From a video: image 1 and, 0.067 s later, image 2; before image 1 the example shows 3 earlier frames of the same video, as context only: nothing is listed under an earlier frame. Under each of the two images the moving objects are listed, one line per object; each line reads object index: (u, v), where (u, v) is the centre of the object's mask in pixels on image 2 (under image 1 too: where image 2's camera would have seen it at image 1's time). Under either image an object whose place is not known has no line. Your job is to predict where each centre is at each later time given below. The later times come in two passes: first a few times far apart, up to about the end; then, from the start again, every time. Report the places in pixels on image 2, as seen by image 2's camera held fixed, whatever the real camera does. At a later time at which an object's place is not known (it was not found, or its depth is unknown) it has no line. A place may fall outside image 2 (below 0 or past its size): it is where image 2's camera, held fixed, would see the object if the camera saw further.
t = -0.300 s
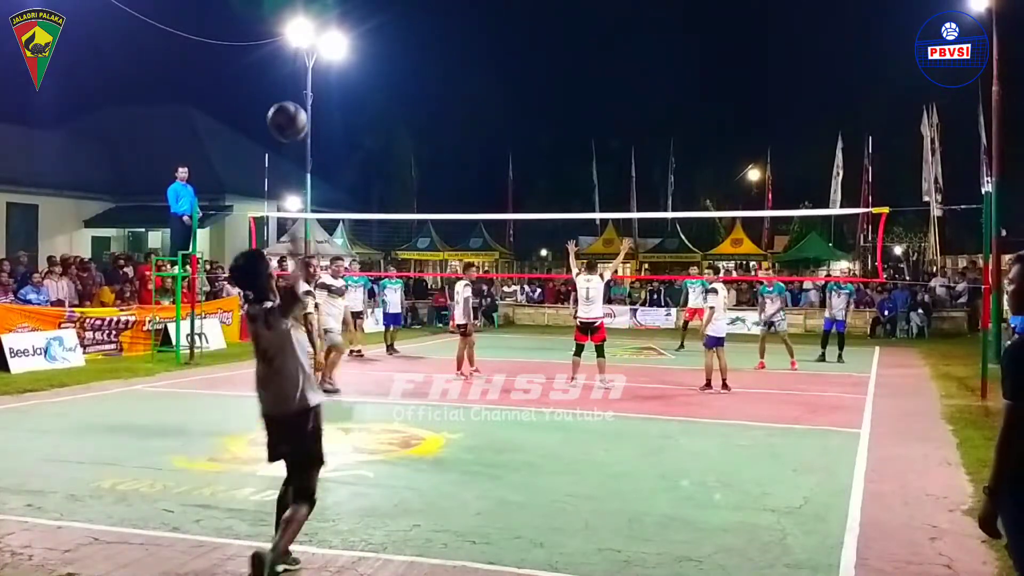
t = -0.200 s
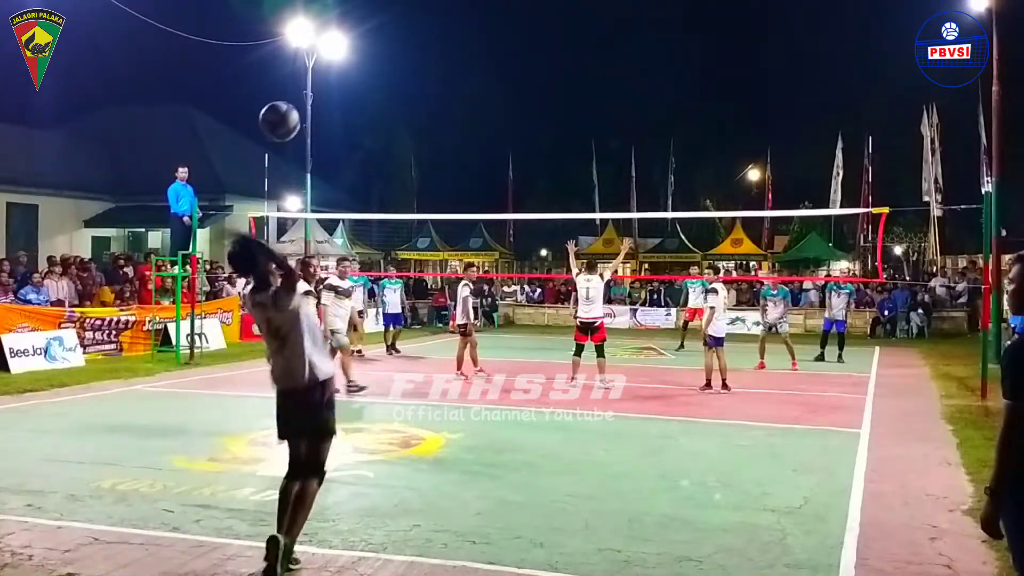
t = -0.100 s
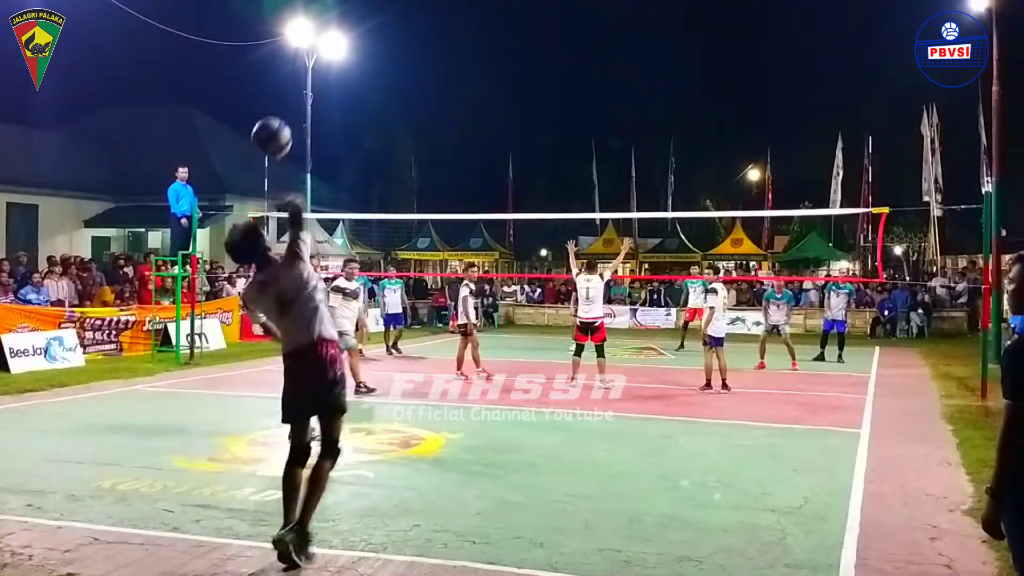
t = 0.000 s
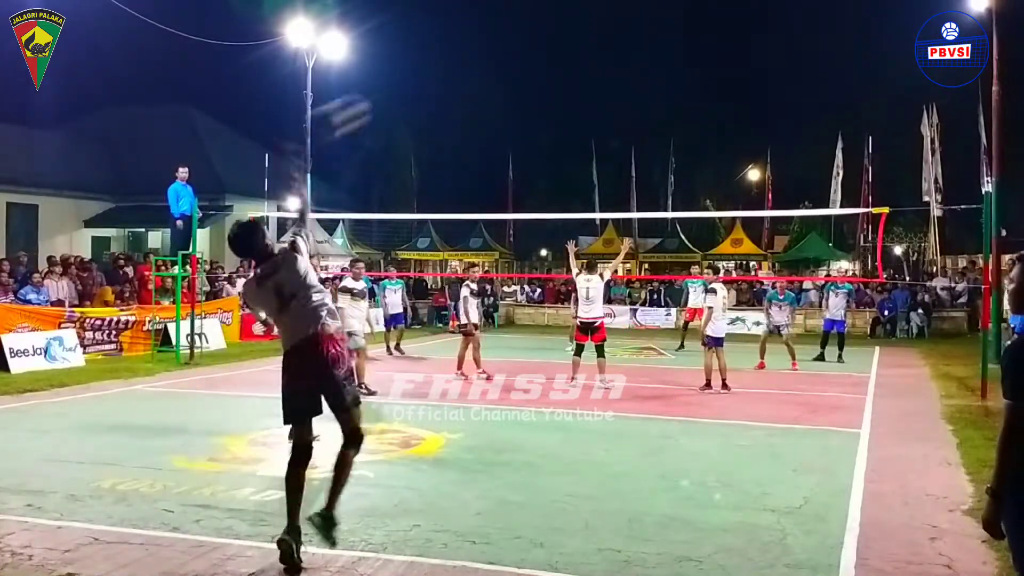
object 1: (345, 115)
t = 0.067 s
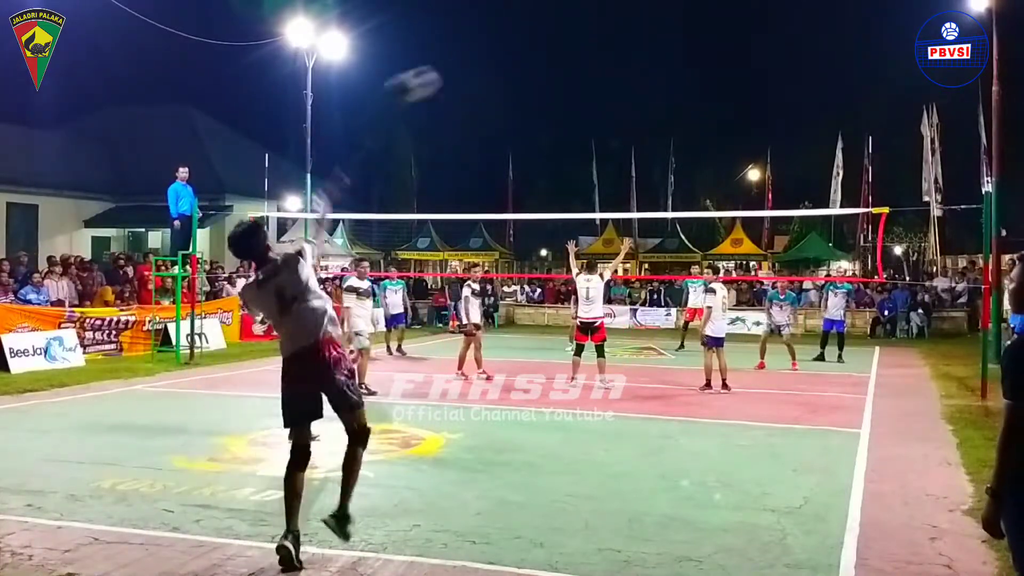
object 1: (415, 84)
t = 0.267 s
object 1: (563, 50)
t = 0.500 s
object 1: (664, 66)
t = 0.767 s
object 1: (733, 119)
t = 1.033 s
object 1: (777, 192)
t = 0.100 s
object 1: (444, 75)
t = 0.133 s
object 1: (473, 66)
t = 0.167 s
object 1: (498, 59)
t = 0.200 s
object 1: (521, 54)
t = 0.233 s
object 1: (543, 51)
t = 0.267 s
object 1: (563, 50)
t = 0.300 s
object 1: (581, 50)
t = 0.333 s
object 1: (598, 50)
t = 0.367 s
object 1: (613, 52)
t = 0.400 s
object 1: (628, 55)
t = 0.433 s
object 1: (641, 58)
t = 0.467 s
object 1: (652, 62)
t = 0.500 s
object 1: (664, 66)
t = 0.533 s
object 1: (674, 71)
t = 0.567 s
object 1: (684, 77)
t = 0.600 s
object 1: (693, 83)
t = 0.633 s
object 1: (702, 89)
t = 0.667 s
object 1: (710, 96)
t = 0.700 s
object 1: (718, 103)
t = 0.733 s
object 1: (725, 111)
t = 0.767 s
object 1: (733, 119)
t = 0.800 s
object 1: (739, 127)
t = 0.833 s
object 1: (746, 135)
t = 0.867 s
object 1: (752, 144)
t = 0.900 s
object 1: (757, 154)
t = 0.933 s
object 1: (762, 162)
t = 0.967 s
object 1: (768, 171)
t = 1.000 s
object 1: (773, 181)
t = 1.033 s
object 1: (777, 192)
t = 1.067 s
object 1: (782, 202)
